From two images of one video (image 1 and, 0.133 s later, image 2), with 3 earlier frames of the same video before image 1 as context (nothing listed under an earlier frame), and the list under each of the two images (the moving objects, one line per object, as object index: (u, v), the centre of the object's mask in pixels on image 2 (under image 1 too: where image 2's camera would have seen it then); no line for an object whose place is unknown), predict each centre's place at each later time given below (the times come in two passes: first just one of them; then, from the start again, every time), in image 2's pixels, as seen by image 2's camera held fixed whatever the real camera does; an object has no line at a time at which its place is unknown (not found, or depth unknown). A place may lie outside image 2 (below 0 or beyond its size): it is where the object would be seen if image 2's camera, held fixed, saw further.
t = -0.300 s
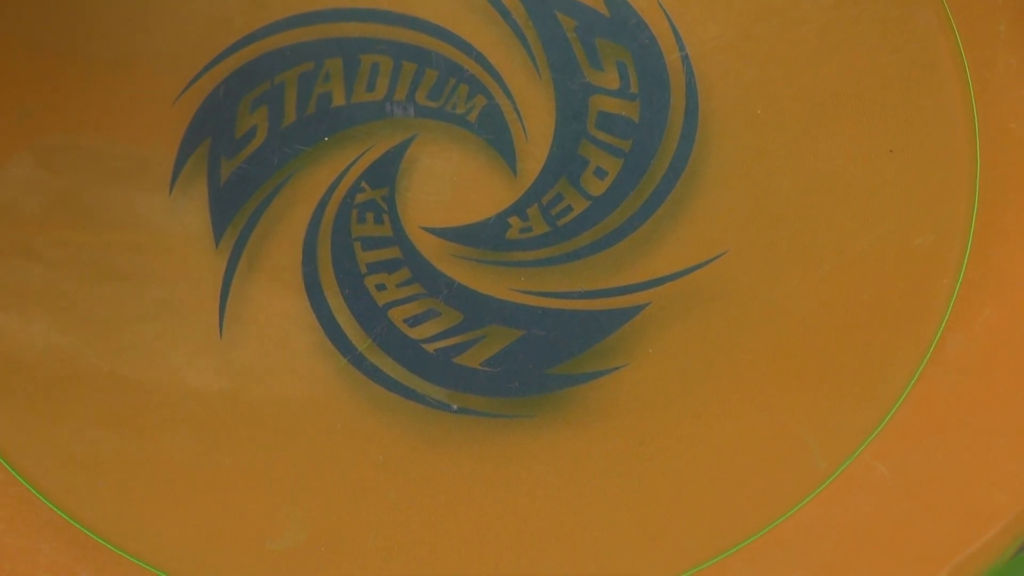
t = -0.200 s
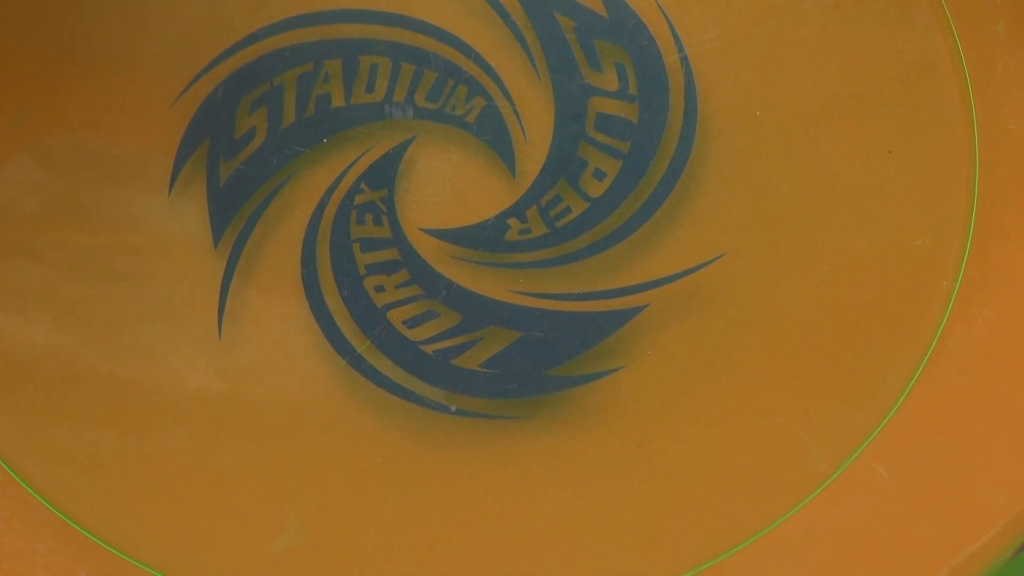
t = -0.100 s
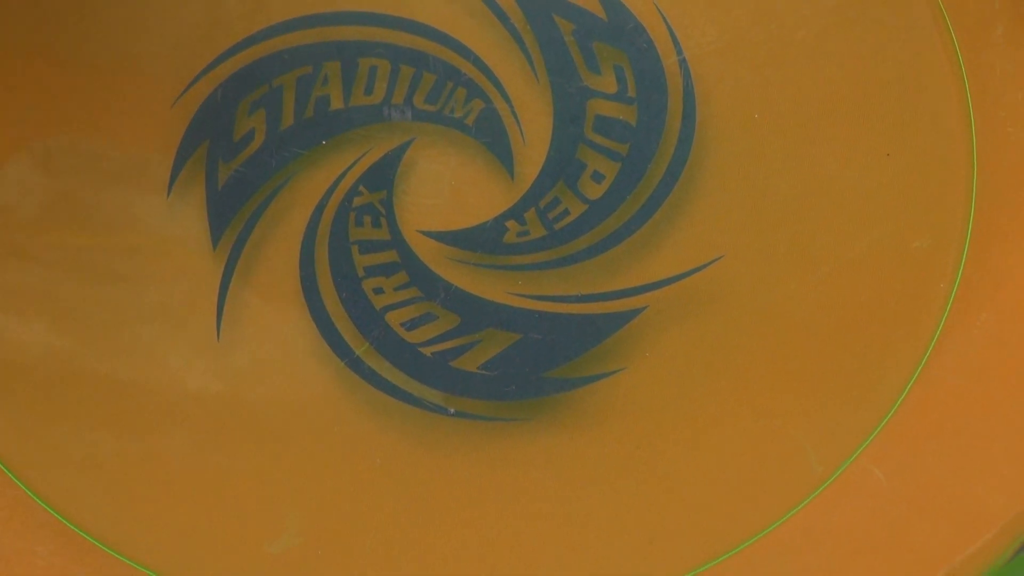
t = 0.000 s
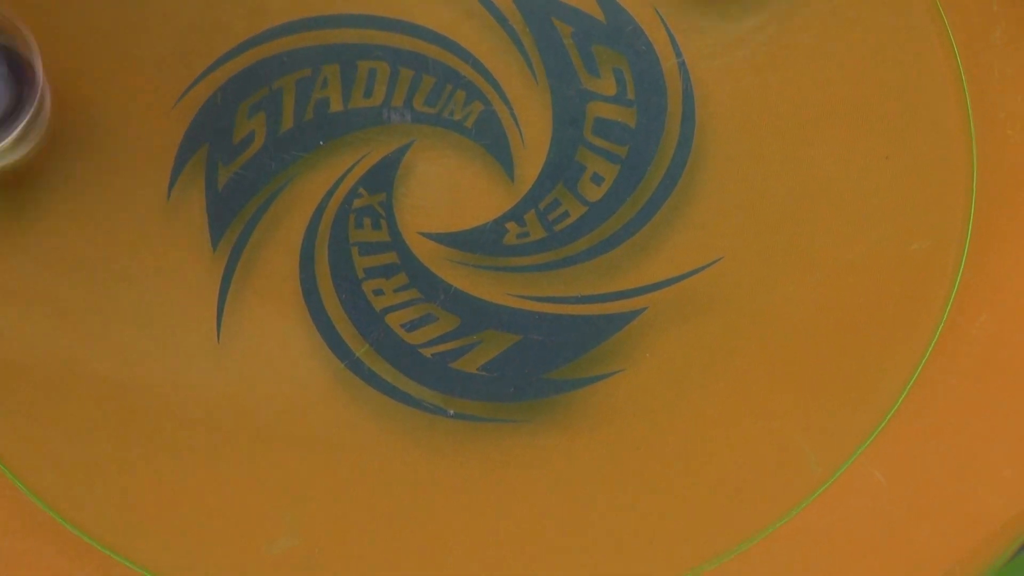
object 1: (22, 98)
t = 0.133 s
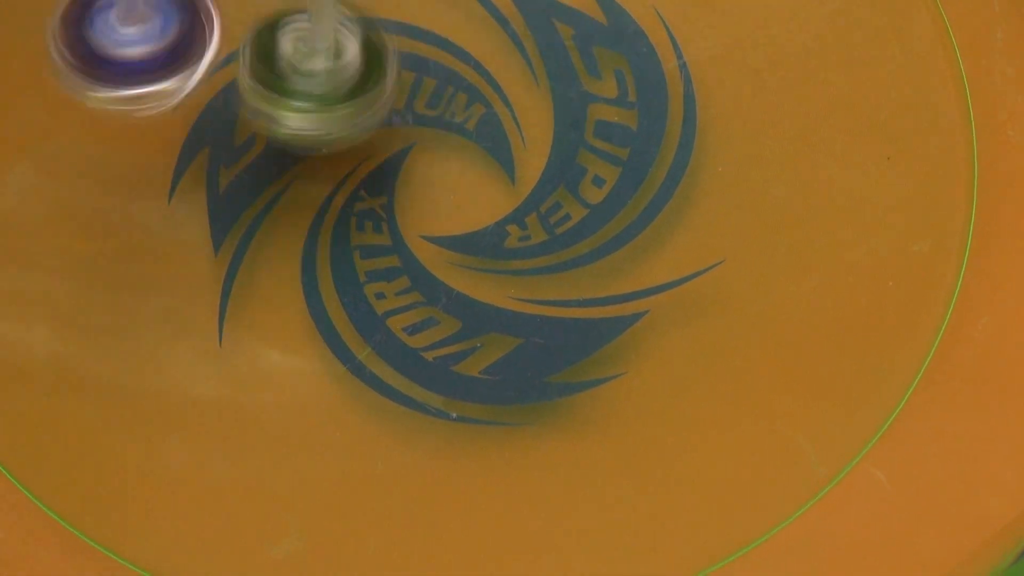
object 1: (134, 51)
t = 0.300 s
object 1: (54, 277)
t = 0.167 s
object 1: (92, 119)
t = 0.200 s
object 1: (64, 242)
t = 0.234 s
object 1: (54, 269)
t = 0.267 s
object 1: (53, 255)
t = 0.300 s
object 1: (54, 277)
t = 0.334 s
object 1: (63, 294)
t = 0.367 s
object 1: (87, 290)
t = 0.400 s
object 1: (120, 308)
